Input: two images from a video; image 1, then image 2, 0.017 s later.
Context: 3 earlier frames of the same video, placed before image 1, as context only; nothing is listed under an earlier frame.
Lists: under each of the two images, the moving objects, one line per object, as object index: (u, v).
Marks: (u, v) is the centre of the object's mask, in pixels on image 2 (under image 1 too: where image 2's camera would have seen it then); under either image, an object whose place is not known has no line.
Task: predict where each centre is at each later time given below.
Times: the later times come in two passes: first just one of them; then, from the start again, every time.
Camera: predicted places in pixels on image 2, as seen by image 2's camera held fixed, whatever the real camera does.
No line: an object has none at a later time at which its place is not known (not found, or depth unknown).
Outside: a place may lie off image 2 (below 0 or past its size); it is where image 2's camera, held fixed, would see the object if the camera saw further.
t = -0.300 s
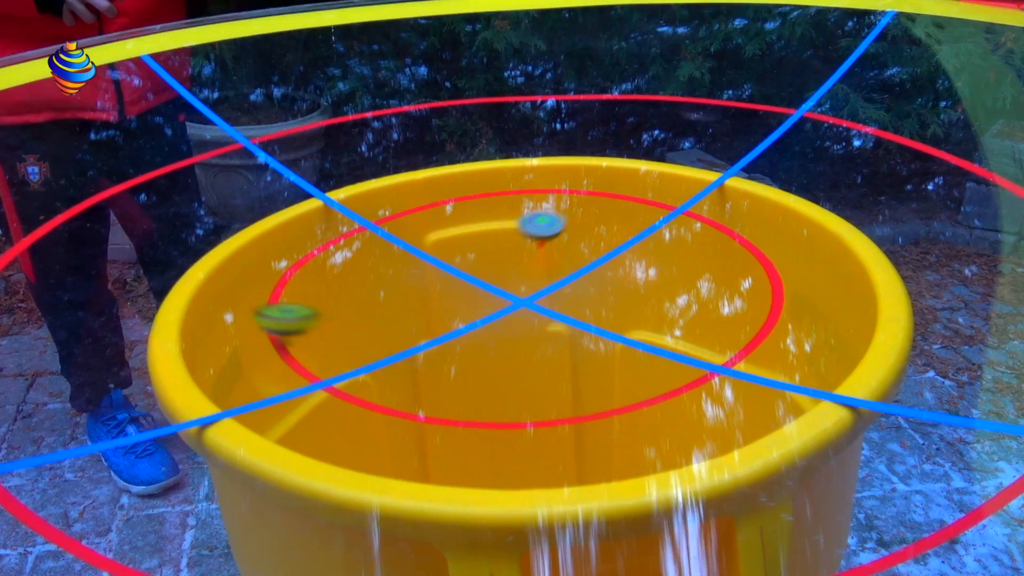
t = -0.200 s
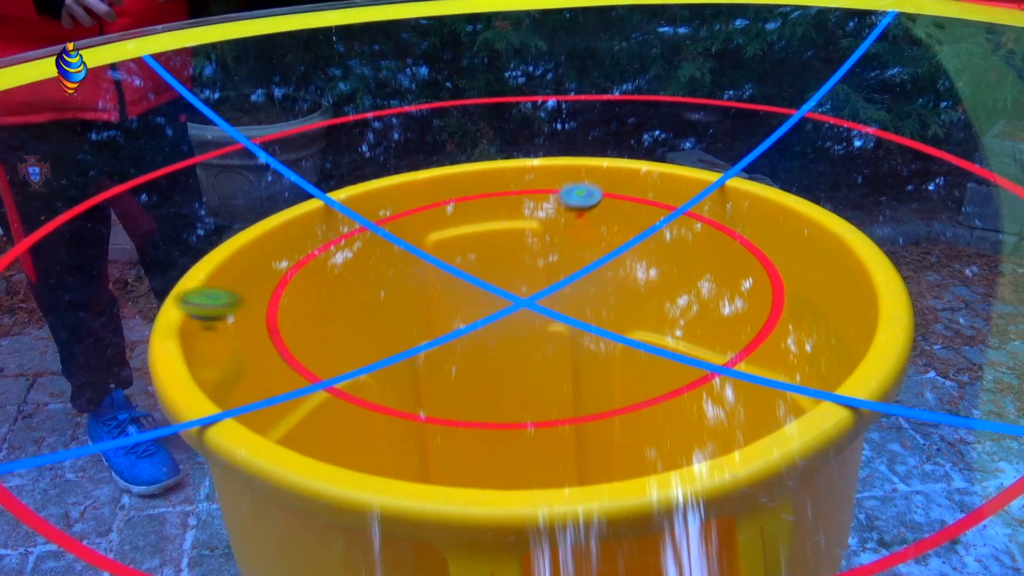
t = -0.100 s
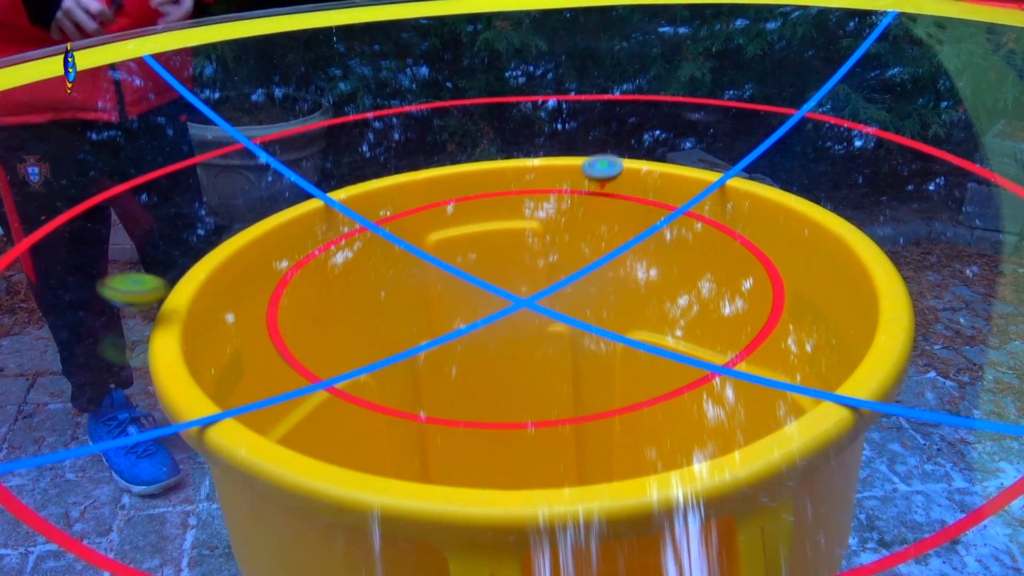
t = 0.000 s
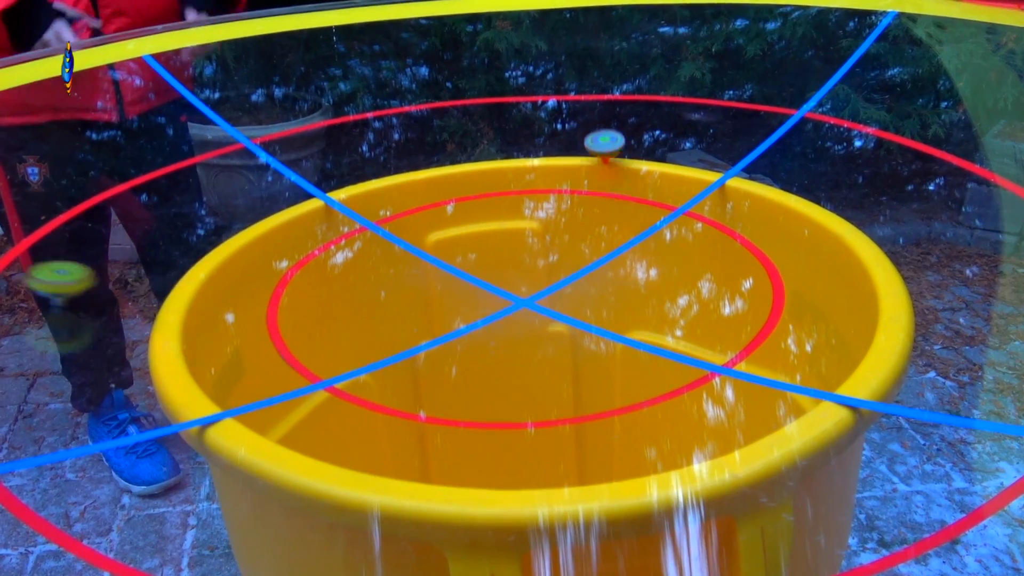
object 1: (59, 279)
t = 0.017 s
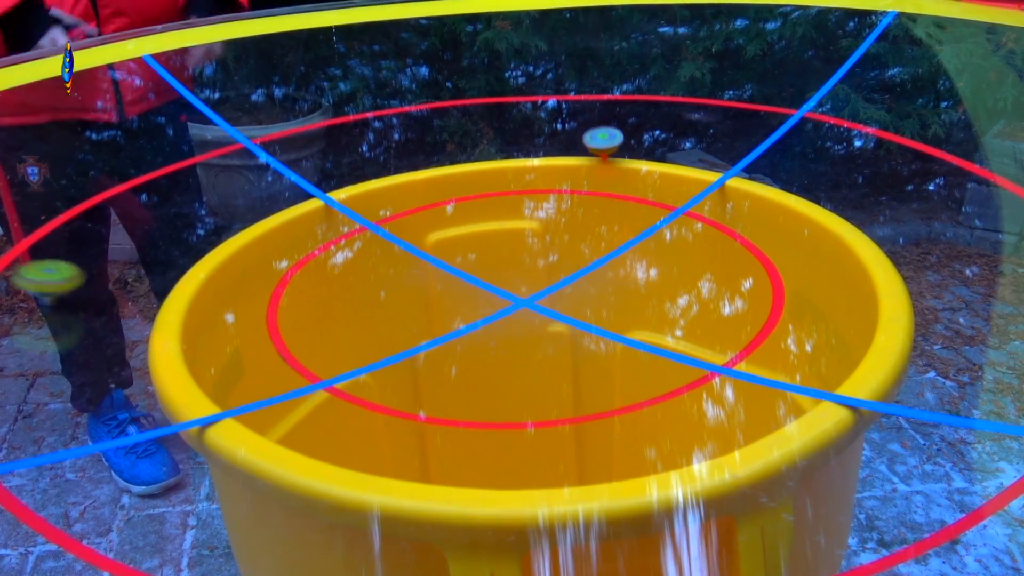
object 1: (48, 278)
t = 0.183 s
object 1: (9, 279)
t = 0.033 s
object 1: (37, 277)
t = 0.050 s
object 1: (29, 276)
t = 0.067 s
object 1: (24, 276)
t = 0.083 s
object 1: (20, 276)
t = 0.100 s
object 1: (17, 275)
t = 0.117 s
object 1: (14, 276)
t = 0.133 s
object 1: (12, 277)
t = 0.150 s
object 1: (11, 277)
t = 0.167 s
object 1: (9, 277)
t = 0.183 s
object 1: (9, 279)
